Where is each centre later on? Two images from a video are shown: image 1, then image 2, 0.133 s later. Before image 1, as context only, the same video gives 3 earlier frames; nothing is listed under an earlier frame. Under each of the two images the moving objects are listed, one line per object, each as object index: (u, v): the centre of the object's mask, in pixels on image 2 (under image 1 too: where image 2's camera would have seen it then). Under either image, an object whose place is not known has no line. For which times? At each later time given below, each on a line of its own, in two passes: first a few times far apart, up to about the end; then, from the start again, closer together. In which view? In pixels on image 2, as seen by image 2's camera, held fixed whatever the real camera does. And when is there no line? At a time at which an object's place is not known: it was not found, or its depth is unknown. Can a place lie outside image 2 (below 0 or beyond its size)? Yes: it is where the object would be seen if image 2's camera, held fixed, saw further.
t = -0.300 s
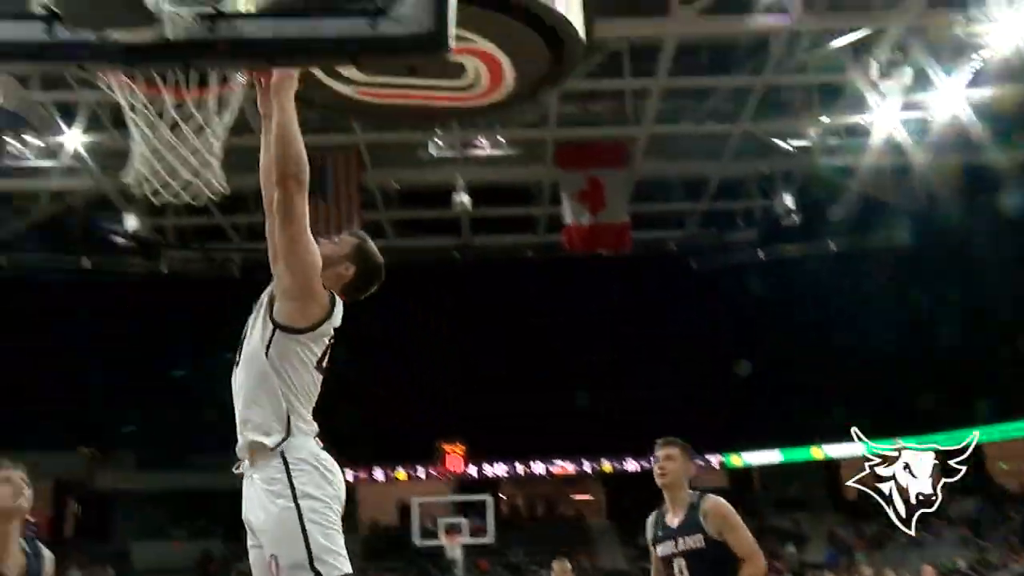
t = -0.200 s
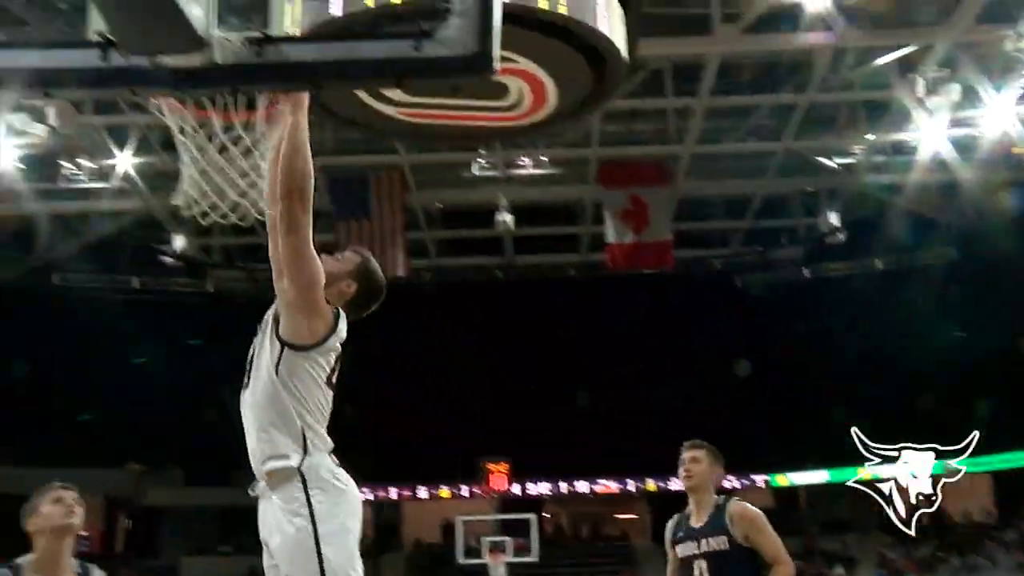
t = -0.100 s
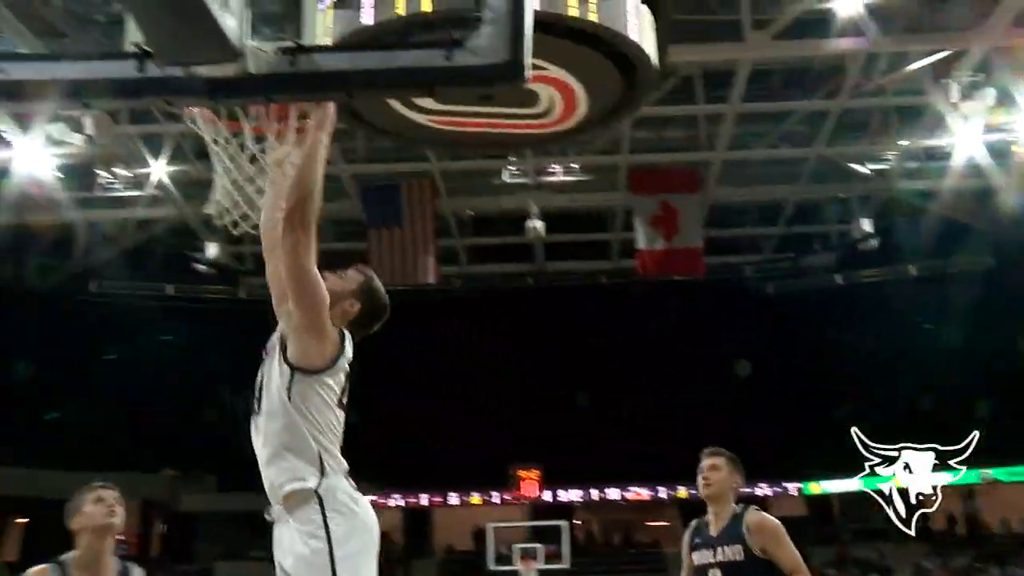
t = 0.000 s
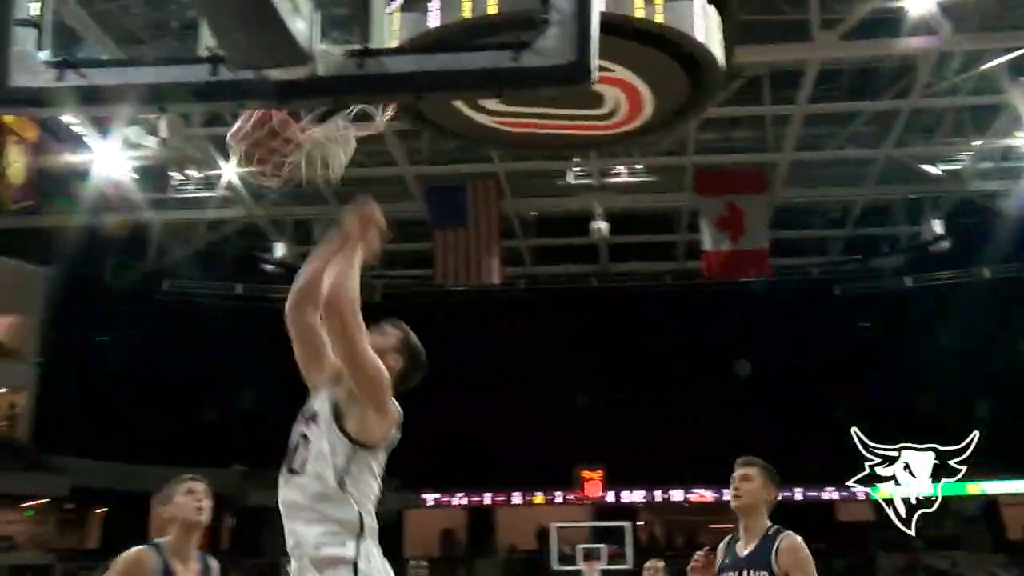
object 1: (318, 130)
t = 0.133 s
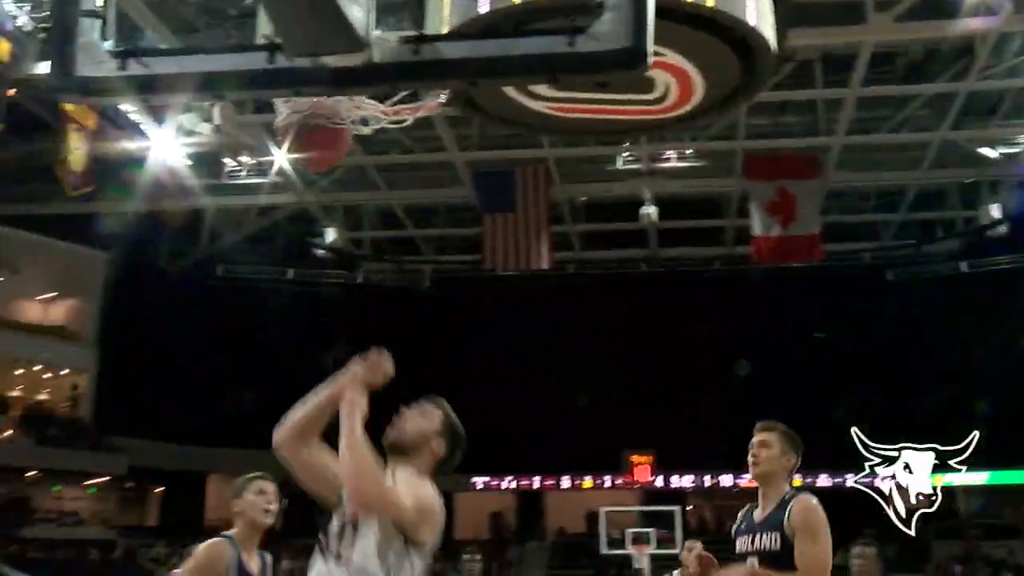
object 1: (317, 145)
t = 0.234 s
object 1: (313, 167)
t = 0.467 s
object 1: (306, 349)
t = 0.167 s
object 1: (315, 148)
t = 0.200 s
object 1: (313, 158)
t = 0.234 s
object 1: (313, 167)
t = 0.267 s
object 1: (313, 184)
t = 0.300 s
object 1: (309, 203)
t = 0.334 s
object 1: (310, 226)
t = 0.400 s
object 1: (309, 278)
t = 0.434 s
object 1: (308, 310)
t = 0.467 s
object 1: (306, 349)
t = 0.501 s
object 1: (306, 392)
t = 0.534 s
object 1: (306, 436)
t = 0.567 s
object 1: (303, 485)
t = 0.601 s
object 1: (304, 544)
